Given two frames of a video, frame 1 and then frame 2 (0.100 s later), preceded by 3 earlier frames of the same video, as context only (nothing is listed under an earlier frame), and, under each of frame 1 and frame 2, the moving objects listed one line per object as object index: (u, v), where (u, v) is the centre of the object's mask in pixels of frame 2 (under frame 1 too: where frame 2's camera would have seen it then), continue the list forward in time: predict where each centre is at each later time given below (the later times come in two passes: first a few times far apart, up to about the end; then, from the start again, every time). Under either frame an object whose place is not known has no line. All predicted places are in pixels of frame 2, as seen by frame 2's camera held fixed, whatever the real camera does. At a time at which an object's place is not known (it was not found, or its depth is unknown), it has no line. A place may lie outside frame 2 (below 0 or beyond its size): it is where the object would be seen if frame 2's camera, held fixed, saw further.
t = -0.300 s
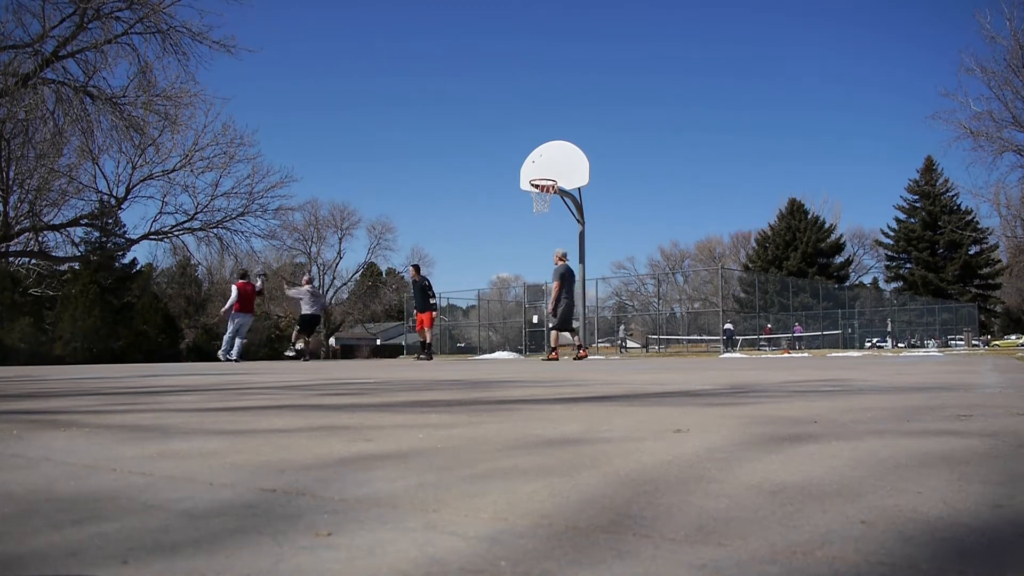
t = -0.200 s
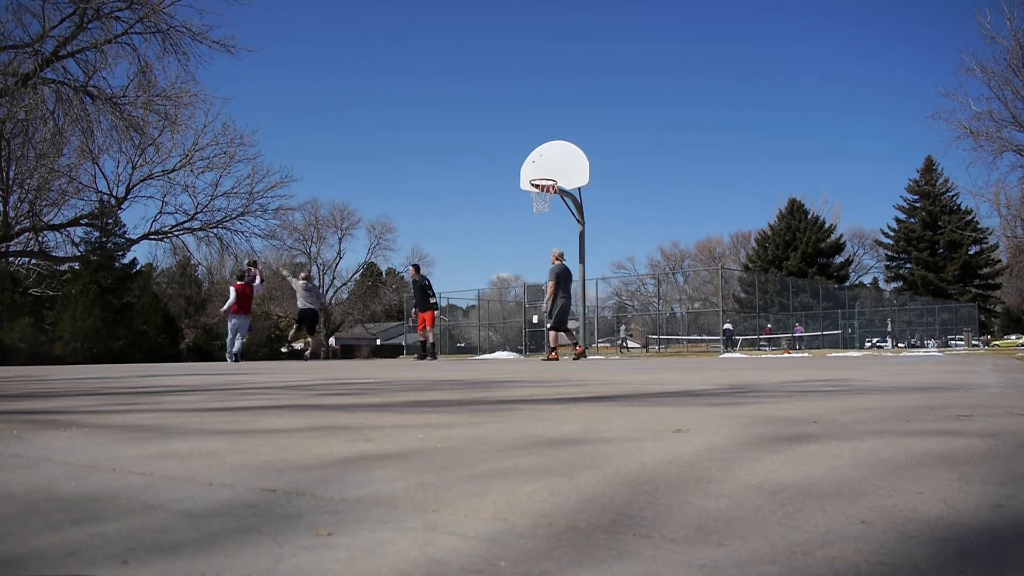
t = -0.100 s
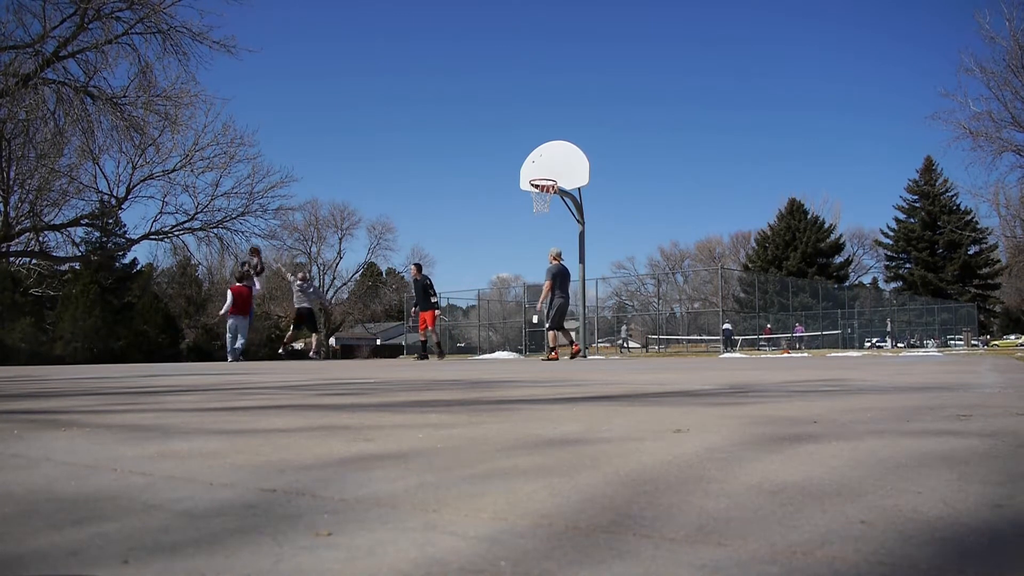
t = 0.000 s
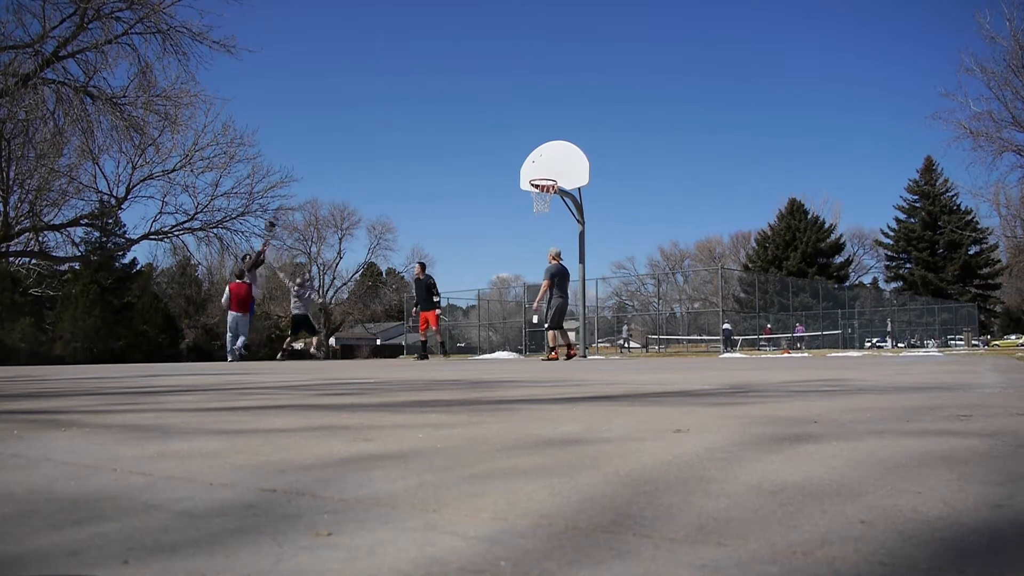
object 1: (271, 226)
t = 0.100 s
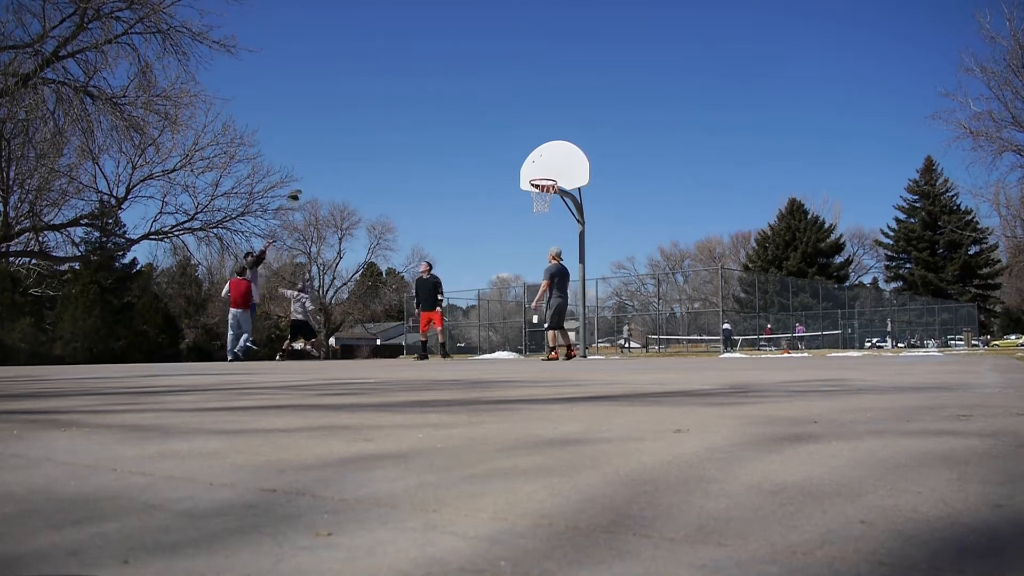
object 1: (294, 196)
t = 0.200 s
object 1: (318, 173)
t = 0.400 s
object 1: (365, 140)
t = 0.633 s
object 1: (421, 124)
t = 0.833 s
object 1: (470, 133)
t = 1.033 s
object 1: (524, 164)
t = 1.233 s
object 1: (556, 203)
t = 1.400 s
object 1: (561, 235)
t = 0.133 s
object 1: (302, 188)
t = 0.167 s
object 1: (310, 180)
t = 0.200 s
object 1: (318, 173)
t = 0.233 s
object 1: (326, 166)
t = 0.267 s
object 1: (333, 160)
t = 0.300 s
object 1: (341, 154)
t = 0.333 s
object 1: (349, 148)
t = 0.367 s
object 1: (357, 144)
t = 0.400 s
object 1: (365, 140)
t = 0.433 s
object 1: (373, 136)
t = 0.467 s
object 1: (381, 133)
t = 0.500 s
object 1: (389, 130)
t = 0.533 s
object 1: (397, 128)
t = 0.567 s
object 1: (405, 126)
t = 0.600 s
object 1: (413, 125)
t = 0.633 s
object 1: (421, 124)
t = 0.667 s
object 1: (429, 124)
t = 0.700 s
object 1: (437, 125)
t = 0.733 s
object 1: (446, 126)
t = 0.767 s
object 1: (454, 127)
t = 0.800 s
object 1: (462, 130)
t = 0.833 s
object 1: (470, 133)
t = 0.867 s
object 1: (479, 136)
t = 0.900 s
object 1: (488, 141)
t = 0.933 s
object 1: (496, 146)
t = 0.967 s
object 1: (506, 151)
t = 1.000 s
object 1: (514, 157)
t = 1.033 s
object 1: (524, 164)
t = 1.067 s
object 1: (532, 170)
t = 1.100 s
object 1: (541, 177)
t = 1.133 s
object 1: (550, 188)
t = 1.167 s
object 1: (553, 195)
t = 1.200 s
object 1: (555, 199)
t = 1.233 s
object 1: (556, 203)
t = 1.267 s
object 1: (557, 209)
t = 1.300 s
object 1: (558, 214)
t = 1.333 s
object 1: (559, 221)
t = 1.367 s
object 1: (560, 227)
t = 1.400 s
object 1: (561, 235)
